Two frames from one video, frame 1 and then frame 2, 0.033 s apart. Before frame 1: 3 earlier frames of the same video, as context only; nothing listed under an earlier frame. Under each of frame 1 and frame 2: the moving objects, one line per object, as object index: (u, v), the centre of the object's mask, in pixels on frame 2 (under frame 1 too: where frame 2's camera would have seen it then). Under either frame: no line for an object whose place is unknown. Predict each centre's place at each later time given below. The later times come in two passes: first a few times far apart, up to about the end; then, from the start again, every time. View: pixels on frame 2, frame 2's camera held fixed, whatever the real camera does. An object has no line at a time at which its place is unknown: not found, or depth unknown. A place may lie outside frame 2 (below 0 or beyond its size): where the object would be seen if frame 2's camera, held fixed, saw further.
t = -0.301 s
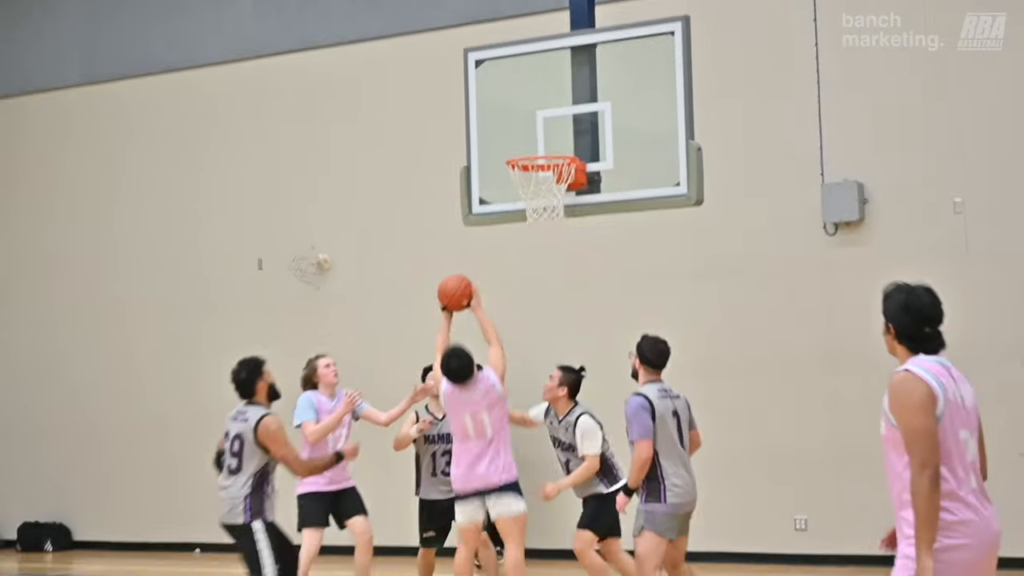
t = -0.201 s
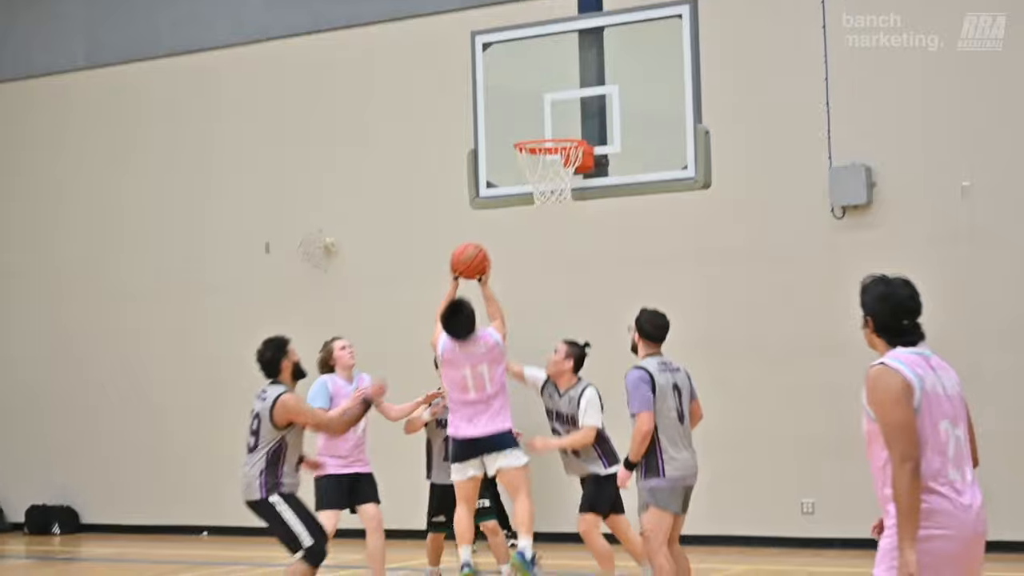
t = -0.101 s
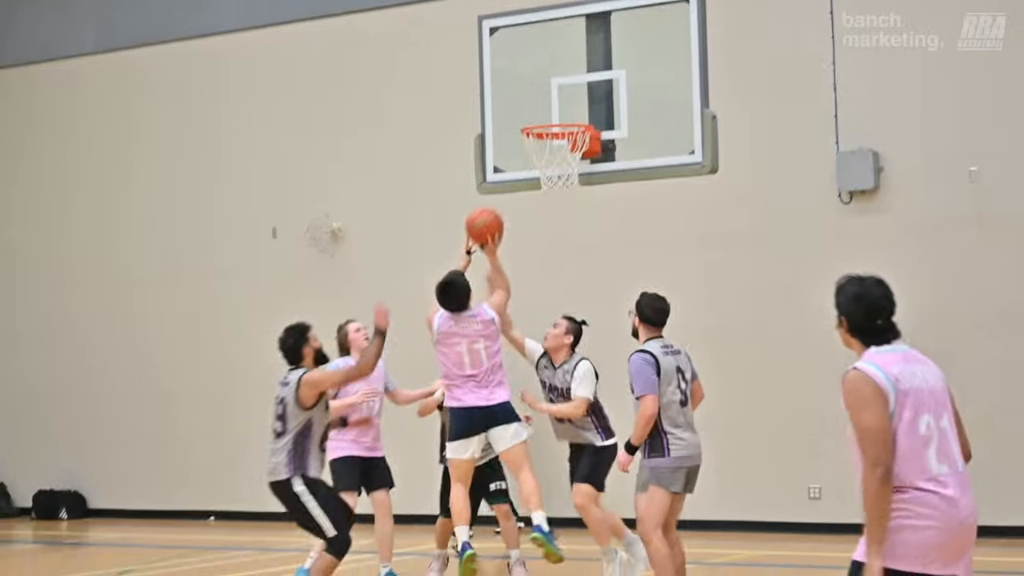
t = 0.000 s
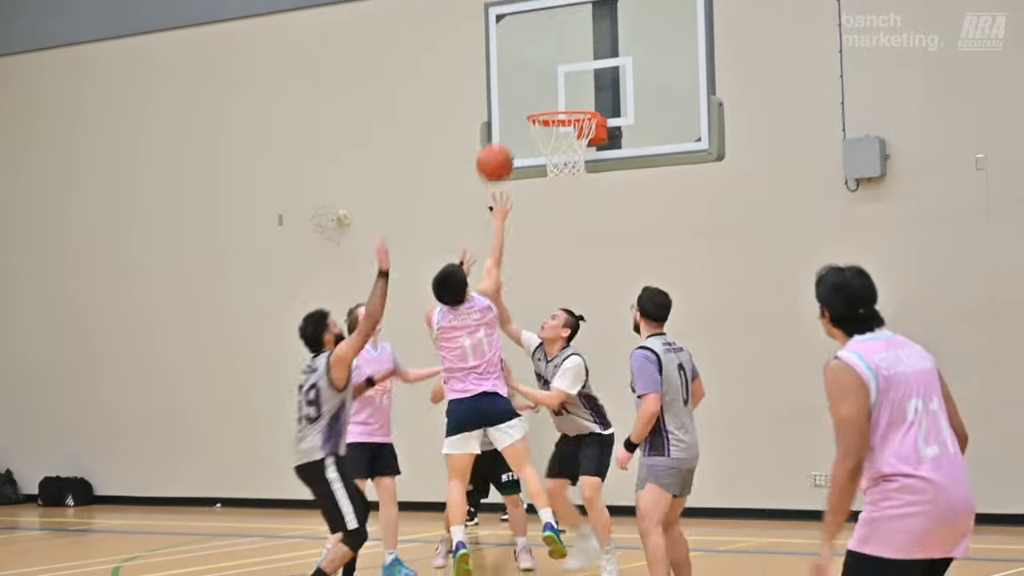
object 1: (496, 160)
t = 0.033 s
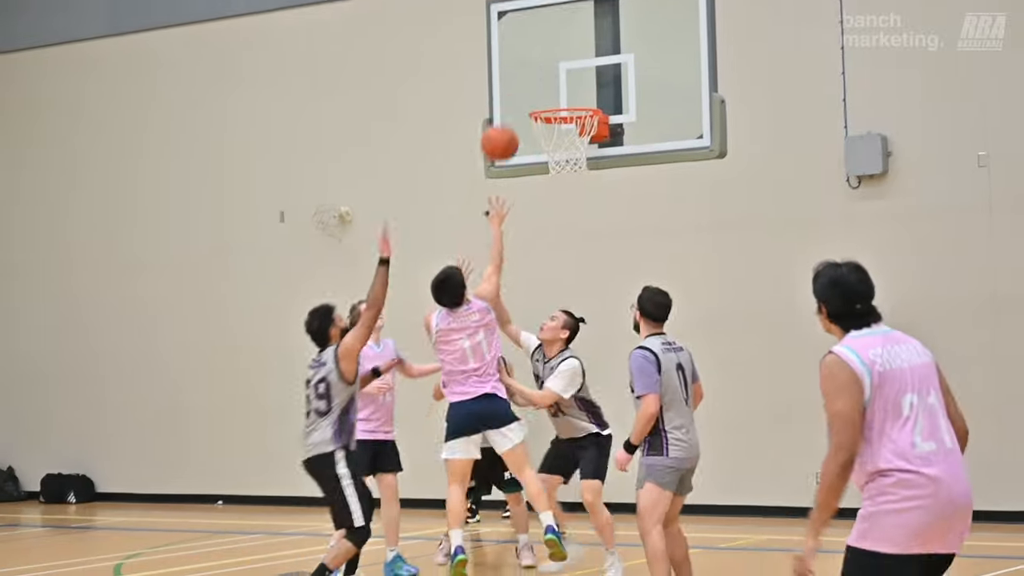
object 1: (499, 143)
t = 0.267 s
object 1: (524, 76)
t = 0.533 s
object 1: (548, 99)
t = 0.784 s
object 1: (579, 176)
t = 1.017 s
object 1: (607, 296)
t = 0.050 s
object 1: (501, 135)
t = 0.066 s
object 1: (503, 128)
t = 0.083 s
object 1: (504, 122)
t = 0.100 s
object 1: (507, 115)
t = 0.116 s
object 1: (509, 109)
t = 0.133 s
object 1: (510, 103)
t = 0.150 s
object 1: (512, 98)
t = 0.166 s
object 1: (513, 94)
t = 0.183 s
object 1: (515, 90)
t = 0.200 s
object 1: (517, 86)
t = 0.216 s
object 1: (519, 83)
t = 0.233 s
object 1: (520, 80)
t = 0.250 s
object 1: (522, 78)
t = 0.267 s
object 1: (524, 76)
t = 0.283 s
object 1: (525, 74)
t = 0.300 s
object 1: (527, 73)
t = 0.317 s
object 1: (529, 73)
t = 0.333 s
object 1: (531, 72)
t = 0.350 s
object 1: (532, 72)
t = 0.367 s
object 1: (533, 73)
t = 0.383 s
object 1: (534, 74)
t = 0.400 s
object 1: (535, 75)
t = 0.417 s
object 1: (536, 77)
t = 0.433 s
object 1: (538, 80)
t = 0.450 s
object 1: (540, 82)
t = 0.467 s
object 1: (542, 85)
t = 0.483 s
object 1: (543, 89)
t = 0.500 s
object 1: (545, 93)
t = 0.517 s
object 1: (546, 96)
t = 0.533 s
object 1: (548, 99)
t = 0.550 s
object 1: (550, 101)
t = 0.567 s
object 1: (552, 103)
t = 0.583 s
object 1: (553, 105)
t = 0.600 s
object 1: (556, 107)
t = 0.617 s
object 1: (558, 128)
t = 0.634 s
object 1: (560, 131)
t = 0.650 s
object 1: (564, 135)
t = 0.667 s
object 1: (564, 144)
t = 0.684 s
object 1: (565, 147)
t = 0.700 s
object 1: (570, 152)
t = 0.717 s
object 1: (572, 157)
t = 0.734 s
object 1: (574, 161)
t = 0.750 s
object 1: (576, 170)
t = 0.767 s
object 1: (578, 172)
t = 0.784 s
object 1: (579, 176)
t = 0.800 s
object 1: (581, 182)
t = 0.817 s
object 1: (583, 189)
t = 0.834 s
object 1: (585, 196)
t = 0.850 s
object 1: (587, 203)
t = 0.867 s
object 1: (589, 210)
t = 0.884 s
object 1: (591, 218)
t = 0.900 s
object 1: (593, 227)
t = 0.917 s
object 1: (595, 235)
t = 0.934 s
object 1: (597, 245)
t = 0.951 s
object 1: (599, 254)
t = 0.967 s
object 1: (601, 264)
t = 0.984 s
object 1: (603, 274)
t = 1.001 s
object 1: (605, 285)
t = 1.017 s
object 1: (607, 296)
